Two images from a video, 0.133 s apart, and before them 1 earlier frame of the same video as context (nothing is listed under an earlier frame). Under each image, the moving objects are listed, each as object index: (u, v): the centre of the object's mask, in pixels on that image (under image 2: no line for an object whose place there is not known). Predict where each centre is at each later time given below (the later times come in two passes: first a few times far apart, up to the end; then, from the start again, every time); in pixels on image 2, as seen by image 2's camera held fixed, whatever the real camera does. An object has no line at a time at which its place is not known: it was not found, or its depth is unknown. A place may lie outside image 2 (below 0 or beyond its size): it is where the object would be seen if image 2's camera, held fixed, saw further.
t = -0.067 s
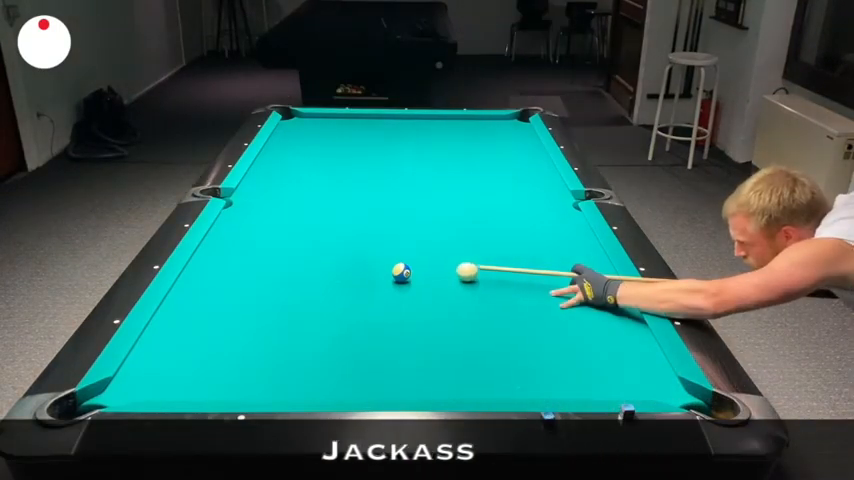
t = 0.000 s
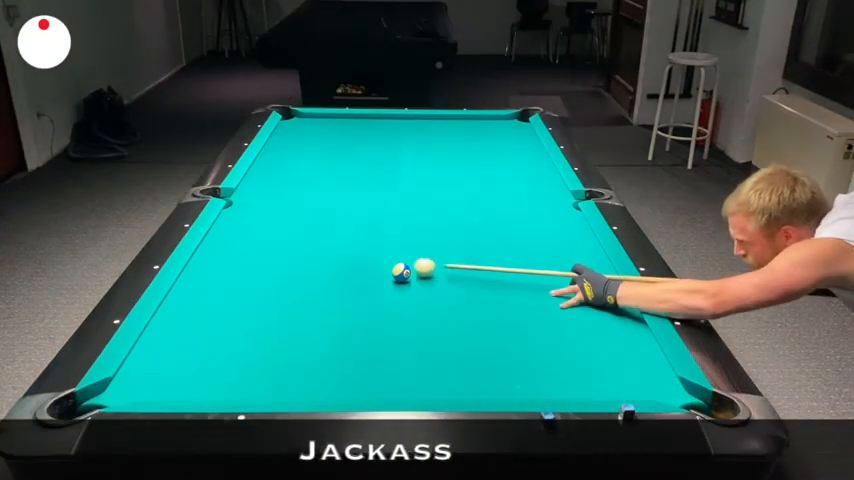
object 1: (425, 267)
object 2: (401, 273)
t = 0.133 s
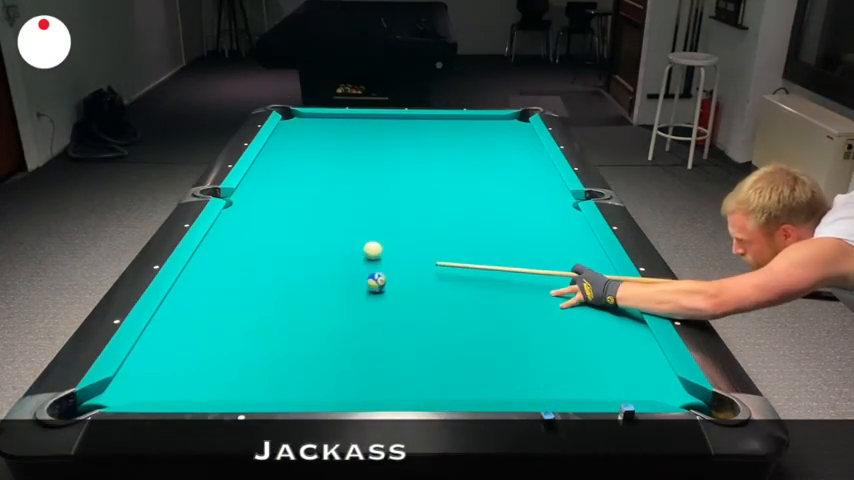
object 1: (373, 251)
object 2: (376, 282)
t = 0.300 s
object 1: (314, 231)
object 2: (345, 294)
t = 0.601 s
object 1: (240, 203)
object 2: (287, 315)
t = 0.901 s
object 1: (302, 182)
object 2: (223, 338)
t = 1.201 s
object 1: (351, 165)
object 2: (157, 362)
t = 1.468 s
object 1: (388, 152)
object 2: (139, 381)
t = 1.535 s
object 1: (396, 149)
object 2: (144, 384)
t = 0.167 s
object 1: (360, 247)
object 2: (370, 285)
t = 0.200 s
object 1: (349, 243)
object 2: (363, 287)
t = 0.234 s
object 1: (337, 239)
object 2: (357, 289)
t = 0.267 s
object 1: (325, 235)
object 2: (351, 291)
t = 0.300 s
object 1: (314, 231)
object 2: (345, 294)
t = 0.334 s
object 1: (304, 228)
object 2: (339, 296)
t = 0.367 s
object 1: (293, 224)
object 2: (332, 299)
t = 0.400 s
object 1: (282, 221)
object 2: (326, 301)
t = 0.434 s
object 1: (272, 218)
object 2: (320, 303)
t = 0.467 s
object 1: (262, 214)
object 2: (313, 305)
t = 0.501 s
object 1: (253, 211)
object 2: (306, 308)
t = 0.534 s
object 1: (243, 208)
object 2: (300, 311)
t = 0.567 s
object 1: (234, 205)
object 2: (293, 313)
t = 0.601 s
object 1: (240, 203)
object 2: (287, 315)
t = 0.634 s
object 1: (249, 200)
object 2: (279, 318)
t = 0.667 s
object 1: (256, 198)
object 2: (272, 321)
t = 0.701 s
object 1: (263, 195)
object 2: (266, 323)
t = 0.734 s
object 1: (270, 193)
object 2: (259, 325)
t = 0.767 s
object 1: (277, 191)
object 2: (251, 328)
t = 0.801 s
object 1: (283, 188)
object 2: (244, 331)
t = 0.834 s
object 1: (289, 186)
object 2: (238, 334)
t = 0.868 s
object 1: (296, 184)
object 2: (230, 336)
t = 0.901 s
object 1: (302, 182)
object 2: (223, 338)
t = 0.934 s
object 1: (307, 180)
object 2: (215, 342)
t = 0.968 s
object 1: (313, 178)
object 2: (209, 344)
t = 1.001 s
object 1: (319, 176)
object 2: (202, 346)
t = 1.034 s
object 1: (324, 174)
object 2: (194, 349)
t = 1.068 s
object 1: (330, 172)
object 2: (186, 351)
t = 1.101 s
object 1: (335, 170)
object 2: (179, 354)
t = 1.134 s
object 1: (341, 168)
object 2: (172, 358)
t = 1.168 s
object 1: (346, 167)
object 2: (164, 360)
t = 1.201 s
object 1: (351, 165)
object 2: (157, 362)
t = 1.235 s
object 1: (356, 163)
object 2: (149, 365)
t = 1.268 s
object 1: (361, 161)
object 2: (141, 368)
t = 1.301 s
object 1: (365, 160)
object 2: (133, 371)
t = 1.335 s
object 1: (370, 158)
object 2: (129, 374)
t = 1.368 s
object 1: (375, 156)
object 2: (132, 375)
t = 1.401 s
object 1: (379, 155)
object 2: (135, 377)
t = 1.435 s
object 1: (383, 153)
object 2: (137, 379)
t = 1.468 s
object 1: (388, 152)
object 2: (139, 381)
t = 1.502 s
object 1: (392, 150)
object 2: (142, 382)
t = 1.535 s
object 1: (396, 149)
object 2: (144, 384)
